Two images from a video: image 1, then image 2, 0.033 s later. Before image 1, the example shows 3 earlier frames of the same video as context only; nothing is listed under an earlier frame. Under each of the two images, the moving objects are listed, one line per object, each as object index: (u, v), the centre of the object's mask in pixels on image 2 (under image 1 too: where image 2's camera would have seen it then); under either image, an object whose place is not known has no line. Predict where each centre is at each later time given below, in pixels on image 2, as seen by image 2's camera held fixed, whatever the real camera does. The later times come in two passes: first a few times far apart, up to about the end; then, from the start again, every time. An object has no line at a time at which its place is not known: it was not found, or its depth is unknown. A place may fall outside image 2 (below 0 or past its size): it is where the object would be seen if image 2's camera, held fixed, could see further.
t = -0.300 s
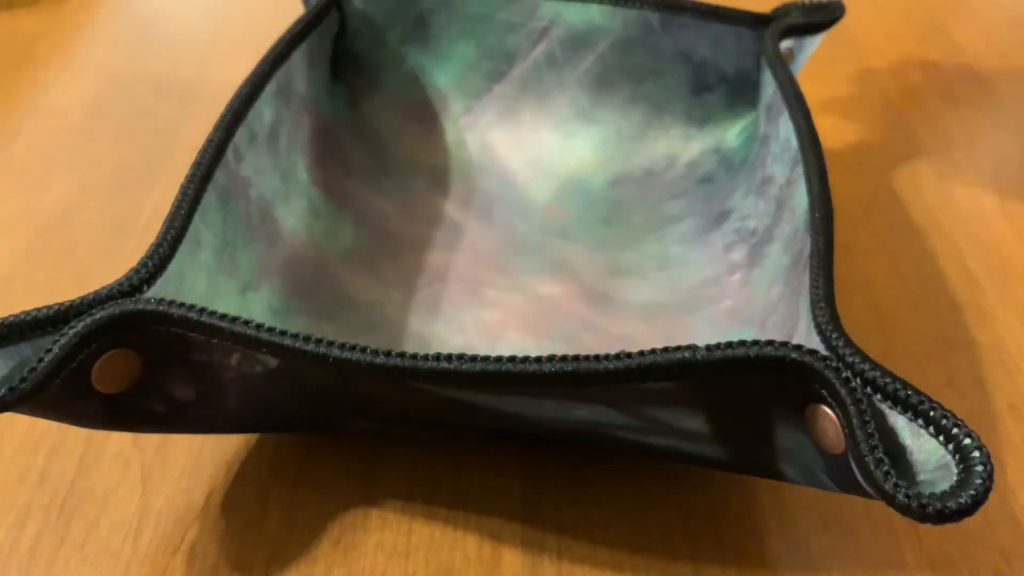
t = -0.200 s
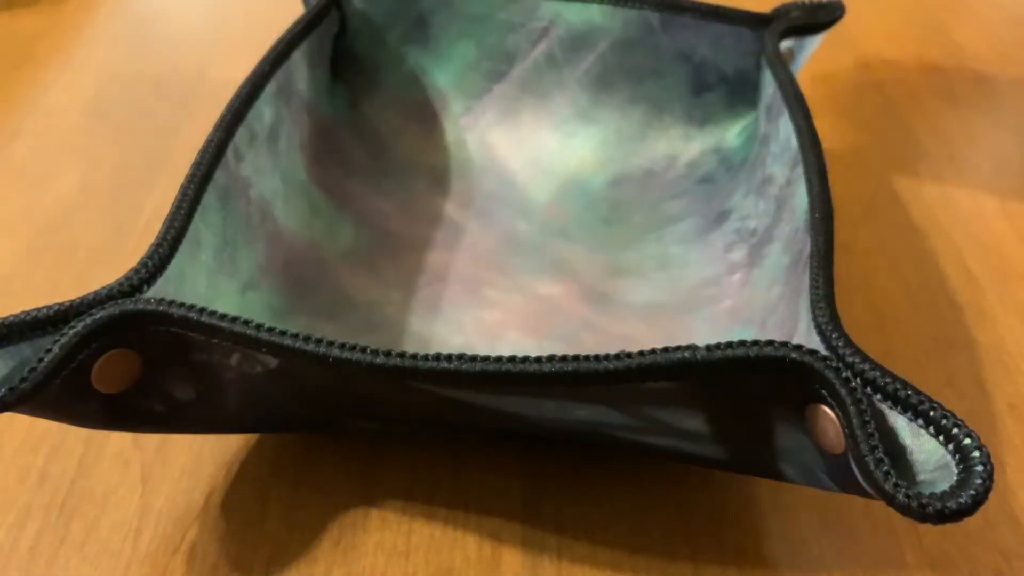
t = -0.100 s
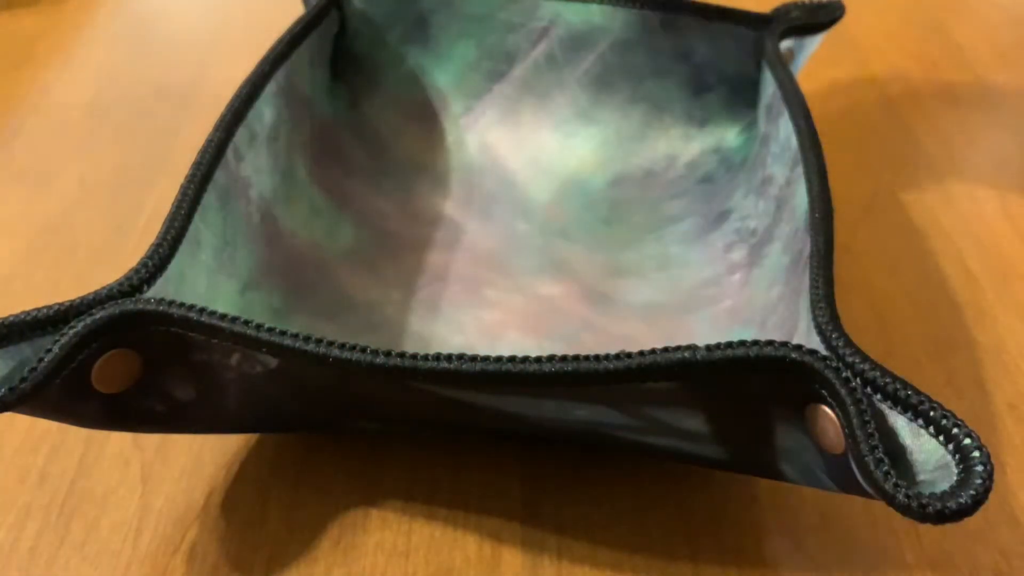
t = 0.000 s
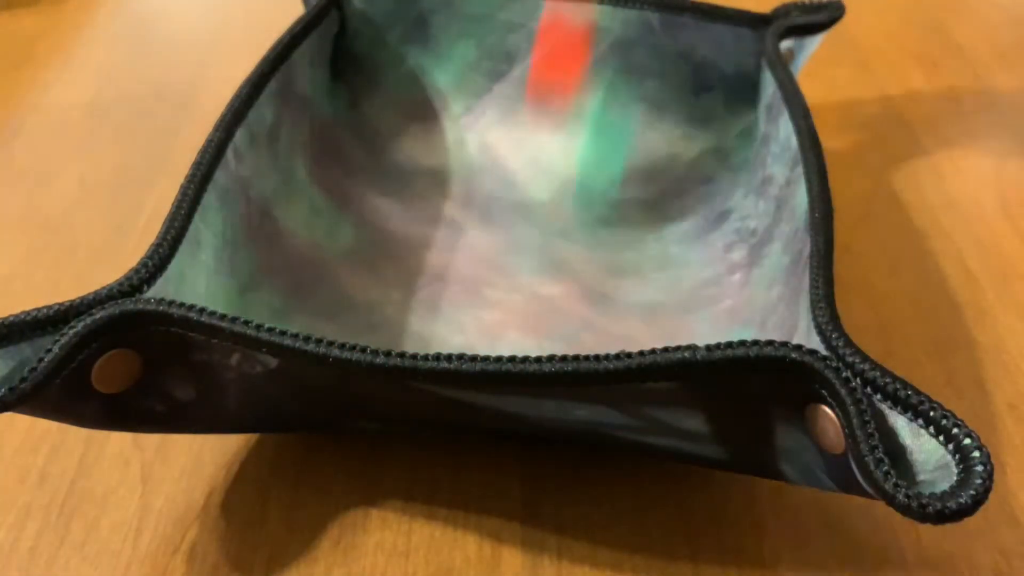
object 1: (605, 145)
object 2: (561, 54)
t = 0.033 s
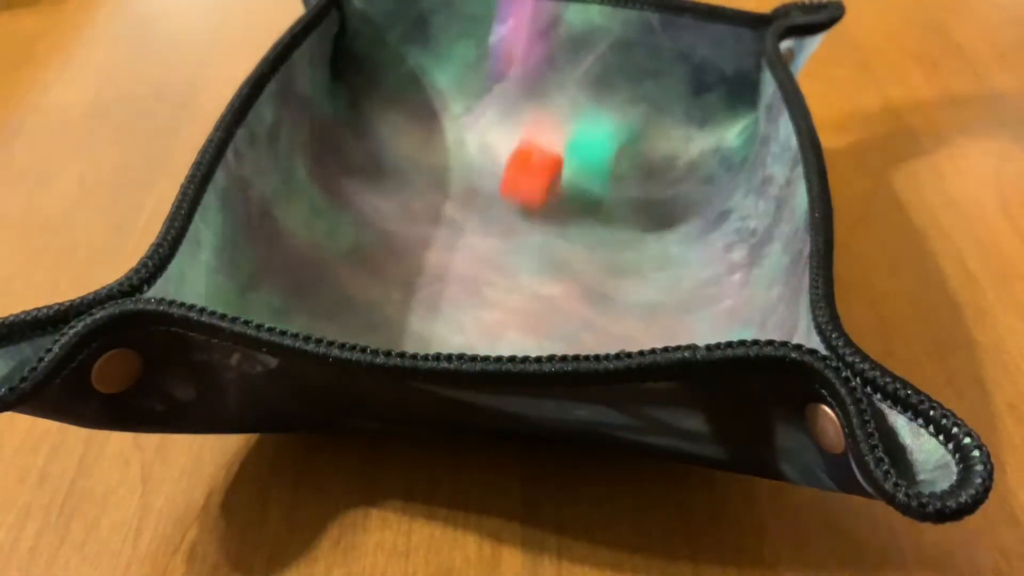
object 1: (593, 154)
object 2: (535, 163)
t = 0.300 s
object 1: (703, 199)
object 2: (593, 351)
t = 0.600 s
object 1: (638, 234)
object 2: (594, 333)
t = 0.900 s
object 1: (638, 234)
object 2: (595, 333)
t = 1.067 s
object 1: (638, 234)
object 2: (595, 333)
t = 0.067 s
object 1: (616, 96)
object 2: (539, 208)
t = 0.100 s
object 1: (634, 85)
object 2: (556, 250)
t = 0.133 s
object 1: (646, 93)
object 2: (570, 292)
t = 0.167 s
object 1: (652, 137)
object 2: (575, 329)
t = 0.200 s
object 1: (670, 198)
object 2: (583, 347)
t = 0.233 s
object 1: (699, 191)
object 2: (588, 352)
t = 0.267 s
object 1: (710, 188)
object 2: (588, 353)
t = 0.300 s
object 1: (703, 199)
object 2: (593, 351)
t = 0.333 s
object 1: (680, 214)
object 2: (595, 346)
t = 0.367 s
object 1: (667, 220)
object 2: (596, 342)
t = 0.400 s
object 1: (656, 225)
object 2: (596, 339)
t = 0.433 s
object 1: (647, 231)
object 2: (594, 336)
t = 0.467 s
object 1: (641, 233)
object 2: (593, 334)
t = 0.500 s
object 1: (638, 234)
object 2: (593, 333)
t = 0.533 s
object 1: (638, 234)
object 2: (593, 333)
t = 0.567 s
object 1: (638, 234)
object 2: (593, 333)
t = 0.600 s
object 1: (638, 234)
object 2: (594, 333)
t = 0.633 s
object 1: (638, 234)
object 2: (594, 333)
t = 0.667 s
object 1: (638, 234)
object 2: (595, 333)
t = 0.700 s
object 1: (638, 234)
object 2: (595, 333)
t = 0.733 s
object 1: (638, 234)
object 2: (595, 333)
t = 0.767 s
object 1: (638, 234)
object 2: (596, 333)
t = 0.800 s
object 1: (638, 234)
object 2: (595, 333)
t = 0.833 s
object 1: (638, 234)
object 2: (595, 333)
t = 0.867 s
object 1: (638, 234)
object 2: (595, 333)
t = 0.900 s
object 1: (638, 234)
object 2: (595, 333)
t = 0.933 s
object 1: (638, 234)
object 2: (595, 333)
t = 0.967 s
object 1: (638, 234)
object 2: (595, 333)
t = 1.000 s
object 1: (638, 234)
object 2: (595, 333)
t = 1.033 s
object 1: (638, 234)
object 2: (595, 333)
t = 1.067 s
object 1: (638, 234)
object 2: (595, 333)
